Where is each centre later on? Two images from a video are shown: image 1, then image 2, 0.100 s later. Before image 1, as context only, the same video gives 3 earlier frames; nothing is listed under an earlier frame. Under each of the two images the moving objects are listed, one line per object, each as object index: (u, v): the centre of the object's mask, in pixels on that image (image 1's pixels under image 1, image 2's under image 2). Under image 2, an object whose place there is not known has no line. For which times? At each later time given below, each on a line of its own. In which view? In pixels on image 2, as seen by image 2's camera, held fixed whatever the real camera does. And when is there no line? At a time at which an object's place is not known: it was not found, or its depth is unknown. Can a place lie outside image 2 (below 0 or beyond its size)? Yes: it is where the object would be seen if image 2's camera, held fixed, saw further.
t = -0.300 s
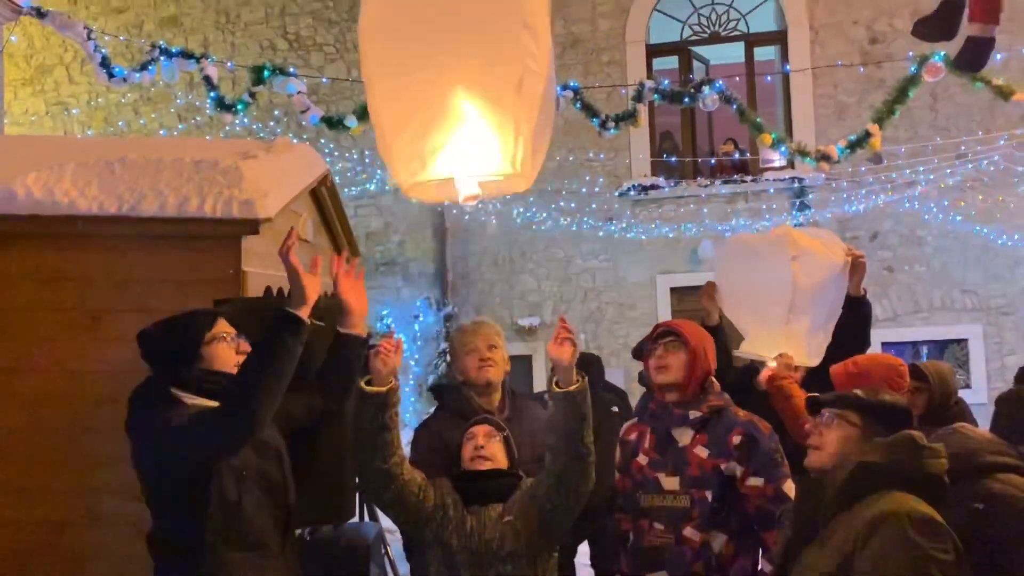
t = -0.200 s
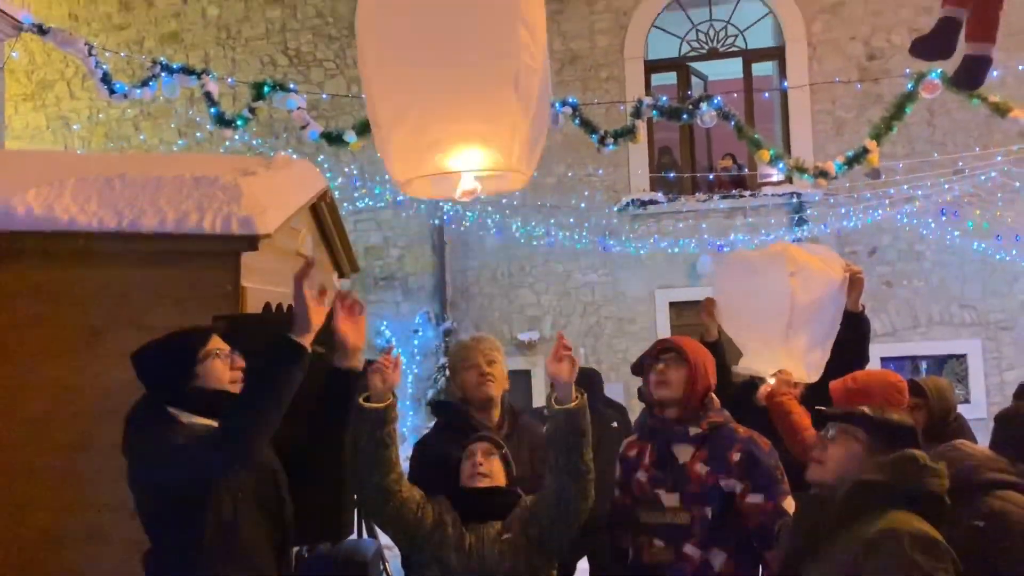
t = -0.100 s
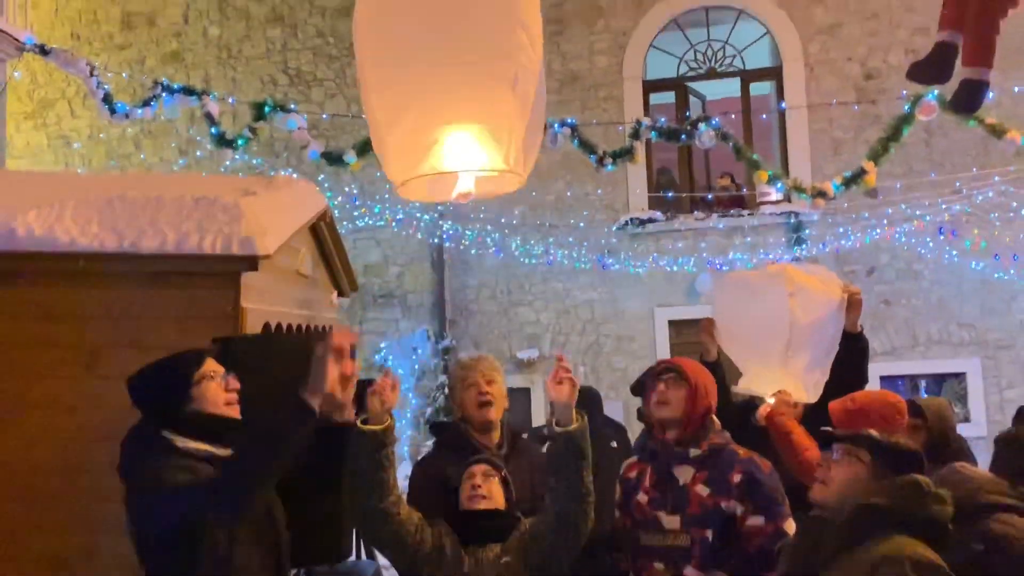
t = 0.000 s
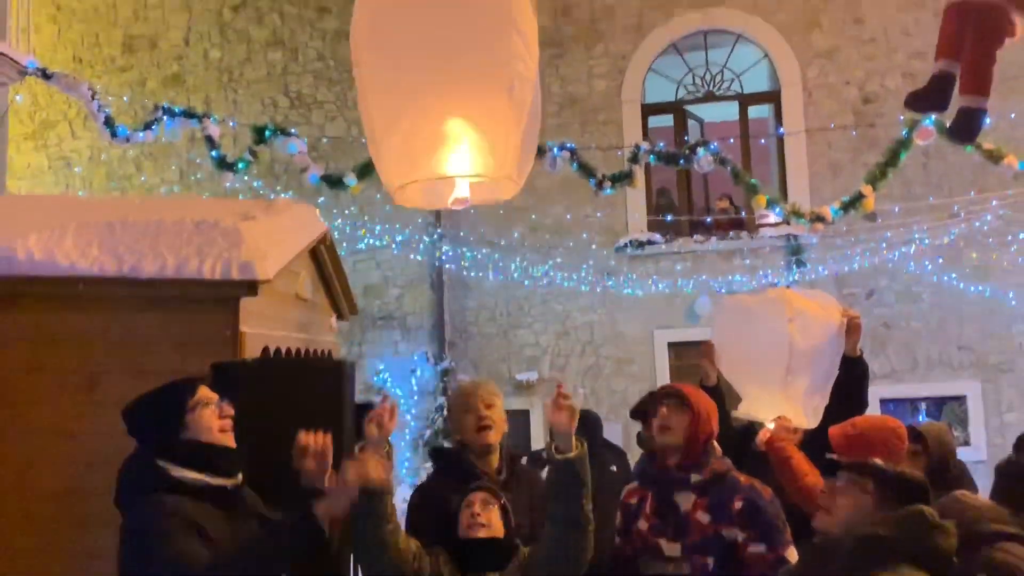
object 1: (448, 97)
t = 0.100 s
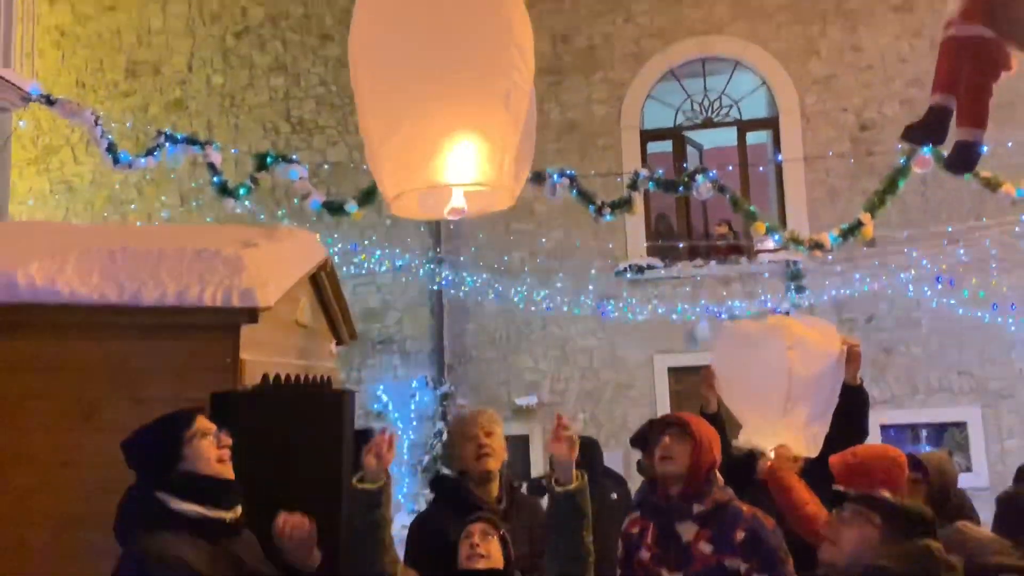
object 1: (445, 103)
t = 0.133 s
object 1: (443, 92)
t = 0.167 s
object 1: (441, 82)
